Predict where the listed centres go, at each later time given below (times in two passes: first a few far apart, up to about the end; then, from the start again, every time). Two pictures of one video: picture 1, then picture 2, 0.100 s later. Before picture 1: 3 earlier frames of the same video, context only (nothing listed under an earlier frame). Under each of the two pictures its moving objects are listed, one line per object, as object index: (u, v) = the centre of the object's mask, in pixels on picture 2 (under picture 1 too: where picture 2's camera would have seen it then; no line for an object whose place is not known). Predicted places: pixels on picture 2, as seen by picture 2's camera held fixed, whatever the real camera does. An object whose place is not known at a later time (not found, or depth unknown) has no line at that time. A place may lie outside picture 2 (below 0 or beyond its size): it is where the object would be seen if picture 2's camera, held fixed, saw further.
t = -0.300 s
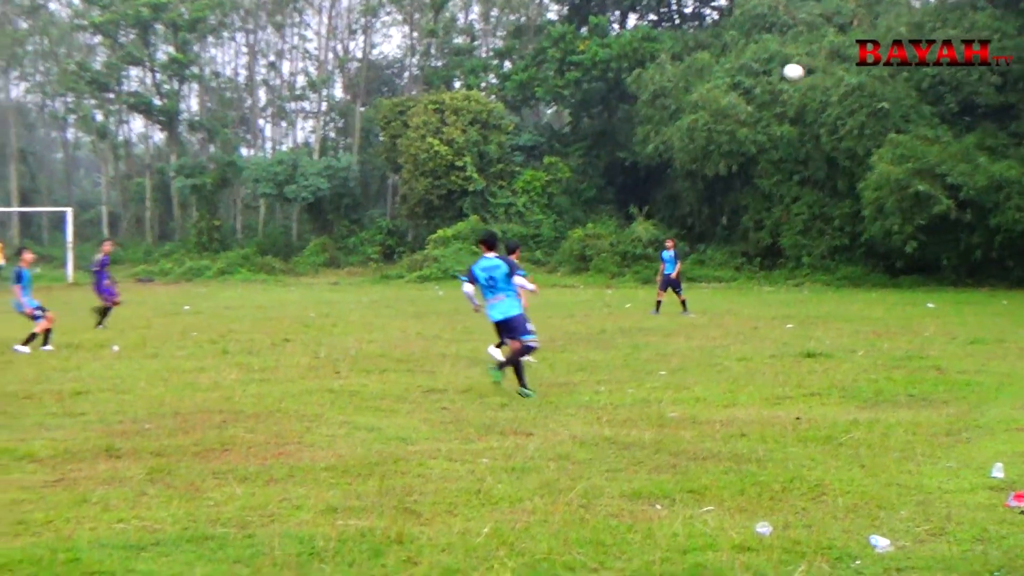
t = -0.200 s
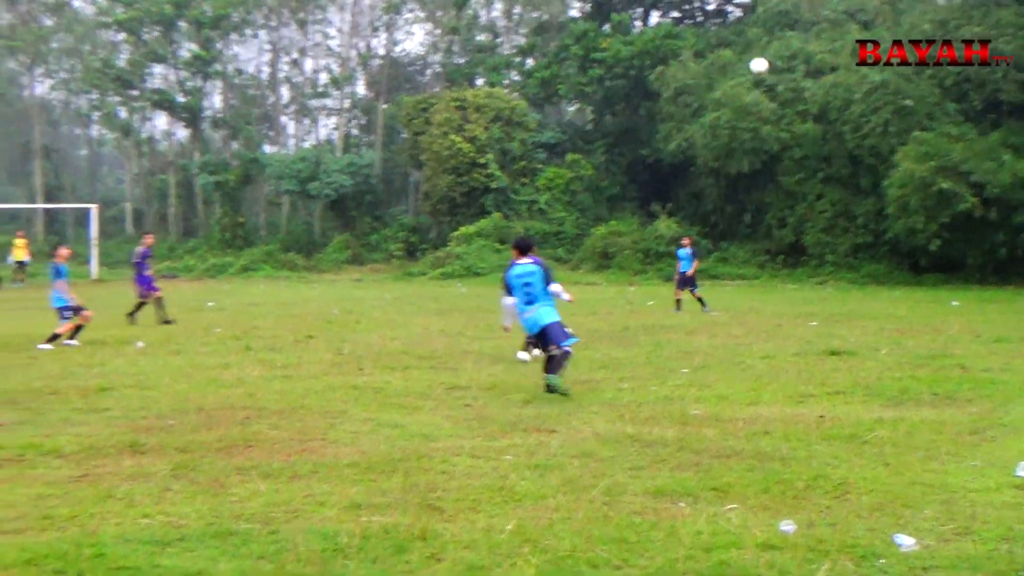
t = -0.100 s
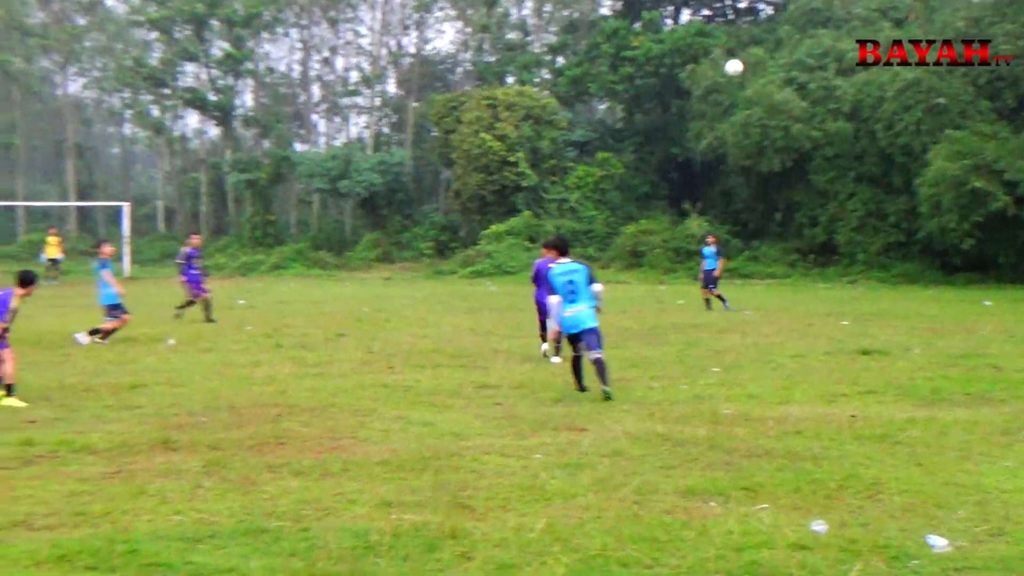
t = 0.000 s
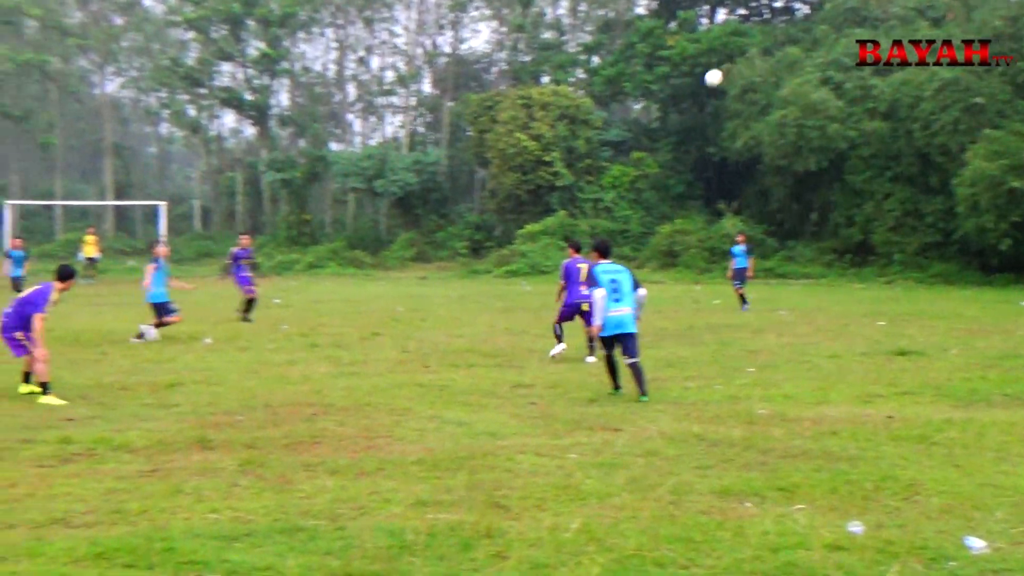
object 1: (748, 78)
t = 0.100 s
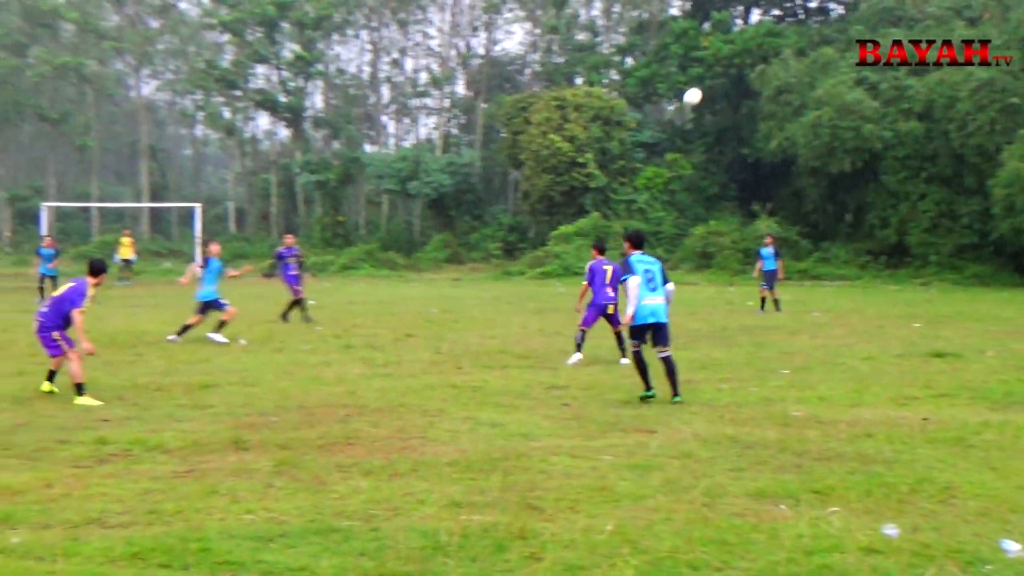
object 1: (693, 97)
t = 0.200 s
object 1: (638, 122)
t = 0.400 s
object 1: (534, 191)
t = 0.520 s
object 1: (474, 244)
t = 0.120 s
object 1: (681, 101)
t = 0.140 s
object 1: (670, 106)
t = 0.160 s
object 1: (660, 111)
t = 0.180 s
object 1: (649, 117)
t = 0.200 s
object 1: (638, 122)
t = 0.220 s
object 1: (628, 127)
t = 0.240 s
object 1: (617, 134)
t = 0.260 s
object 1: (607, 140)
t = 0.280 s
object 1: (596, 146)
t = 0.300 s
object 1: (585, 154)
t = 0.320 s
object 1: (575, 160)
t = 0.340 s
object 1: (565, 167)
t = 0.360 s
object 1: (555, 175)
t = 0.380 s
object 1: (544, 183)
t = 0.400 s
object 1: (534, 191)
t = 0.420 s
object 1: (524, 200)
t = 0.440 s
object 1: (514, 207)
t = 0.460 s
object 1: (504, 217)
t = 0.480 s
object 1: (494, 226)
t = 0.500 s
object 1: (484, 235)
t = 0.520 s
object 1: (474, 244)
